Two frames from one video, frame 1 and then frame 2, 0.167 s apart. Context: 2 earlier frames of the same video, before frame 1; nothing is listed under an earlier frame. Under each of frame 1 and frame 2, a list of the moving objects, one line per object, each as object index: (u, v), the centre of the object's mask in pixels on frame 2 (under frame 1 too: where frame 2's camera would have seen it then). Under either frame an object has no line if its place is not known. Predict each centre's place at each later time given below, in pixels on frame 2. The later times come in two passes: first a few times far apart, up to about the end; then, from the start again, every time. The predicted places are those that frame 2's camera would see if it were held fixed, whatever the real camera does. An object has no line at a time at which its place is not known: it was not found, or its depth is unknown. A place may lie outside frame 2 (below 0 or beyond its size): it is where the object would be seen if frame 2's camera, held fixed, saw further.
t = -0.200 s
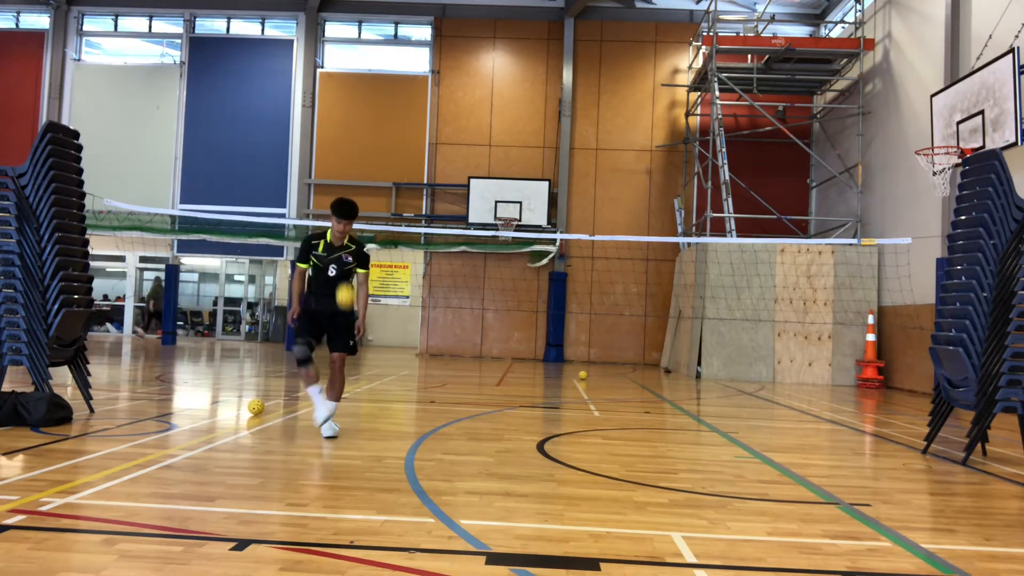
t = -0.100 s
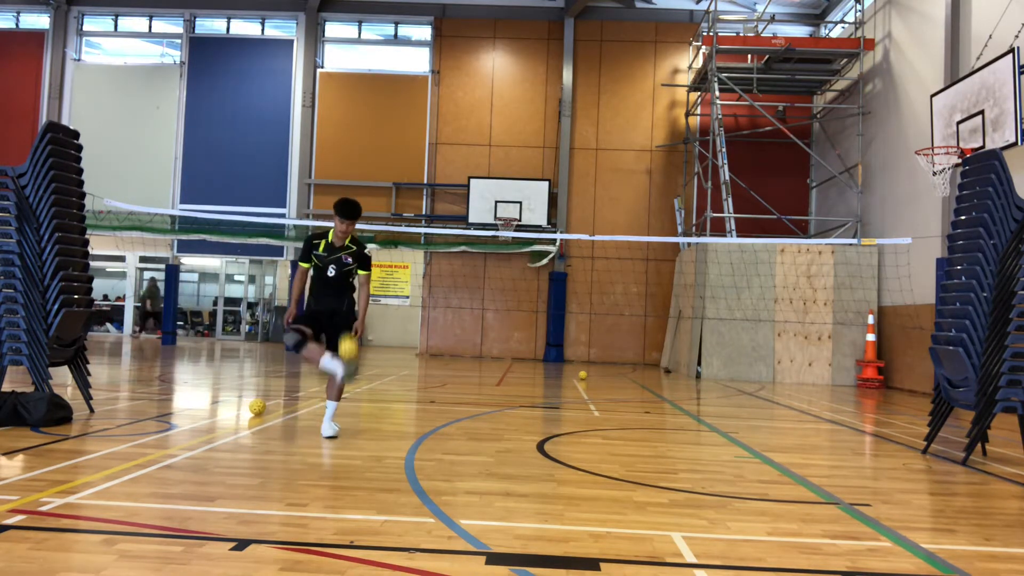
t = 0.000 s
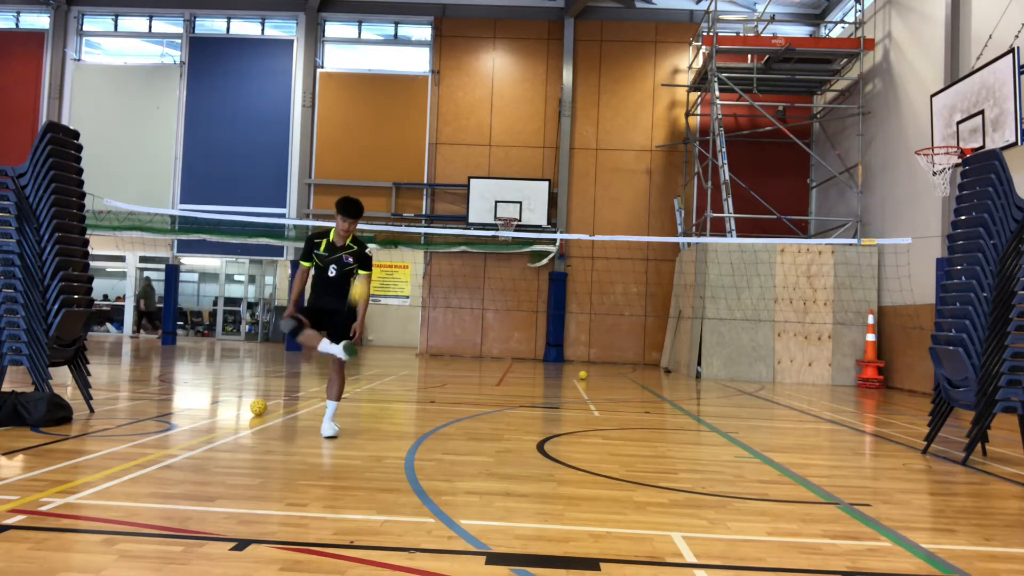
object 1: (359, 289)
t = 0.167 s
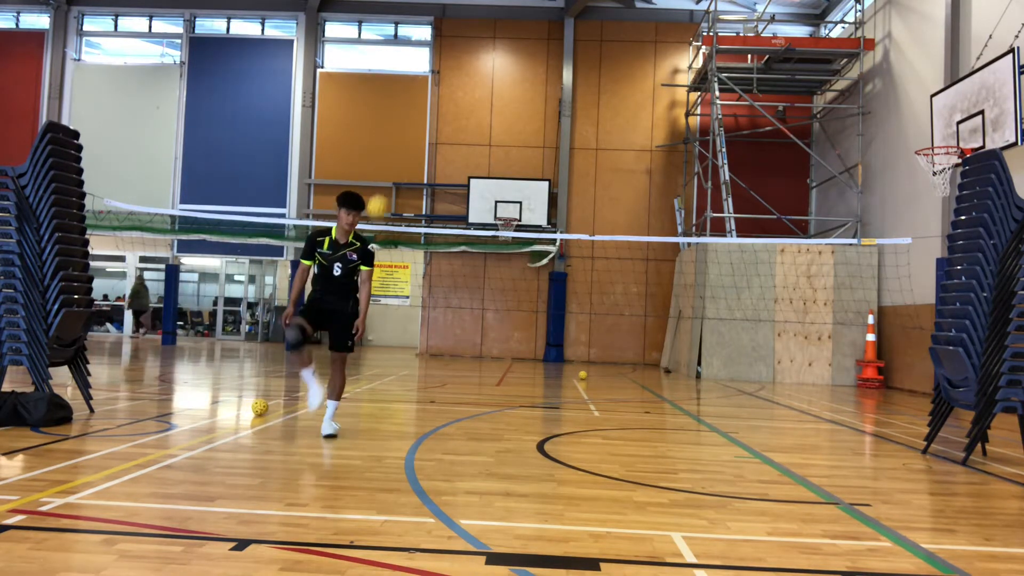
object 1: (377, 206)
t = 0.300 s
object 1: (390, 167)
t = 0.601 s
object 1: (415, 175)
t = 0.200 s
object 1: (380, 193)
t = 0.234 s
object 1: (384, 184)
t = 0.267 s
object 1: (387, 175)
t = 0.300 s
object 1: (390, 167)
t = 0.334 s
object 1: (392, 162)
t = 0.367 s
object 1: (396, 158)
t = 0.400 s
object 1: (399, 156)
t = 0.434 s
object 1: (402, 155)
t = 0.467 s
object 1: (404, 155)
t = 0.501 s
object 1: (407, 158)
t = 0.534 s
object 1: (409, 161)
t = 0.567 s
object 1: (412, 167)
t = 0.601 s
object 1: (415, 175)
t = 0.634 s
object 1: (417, 184)
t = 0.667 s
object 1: (420, 195)
